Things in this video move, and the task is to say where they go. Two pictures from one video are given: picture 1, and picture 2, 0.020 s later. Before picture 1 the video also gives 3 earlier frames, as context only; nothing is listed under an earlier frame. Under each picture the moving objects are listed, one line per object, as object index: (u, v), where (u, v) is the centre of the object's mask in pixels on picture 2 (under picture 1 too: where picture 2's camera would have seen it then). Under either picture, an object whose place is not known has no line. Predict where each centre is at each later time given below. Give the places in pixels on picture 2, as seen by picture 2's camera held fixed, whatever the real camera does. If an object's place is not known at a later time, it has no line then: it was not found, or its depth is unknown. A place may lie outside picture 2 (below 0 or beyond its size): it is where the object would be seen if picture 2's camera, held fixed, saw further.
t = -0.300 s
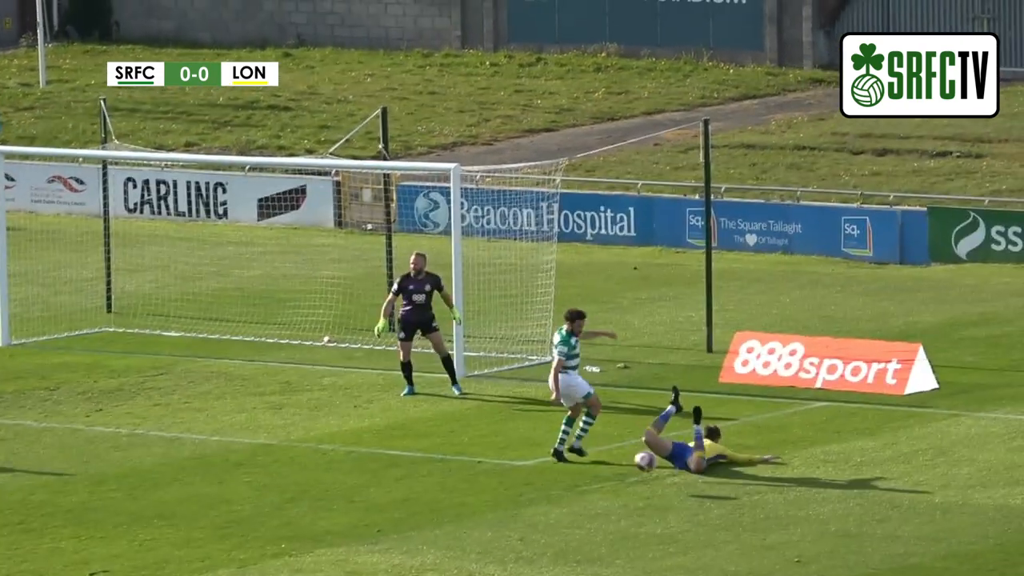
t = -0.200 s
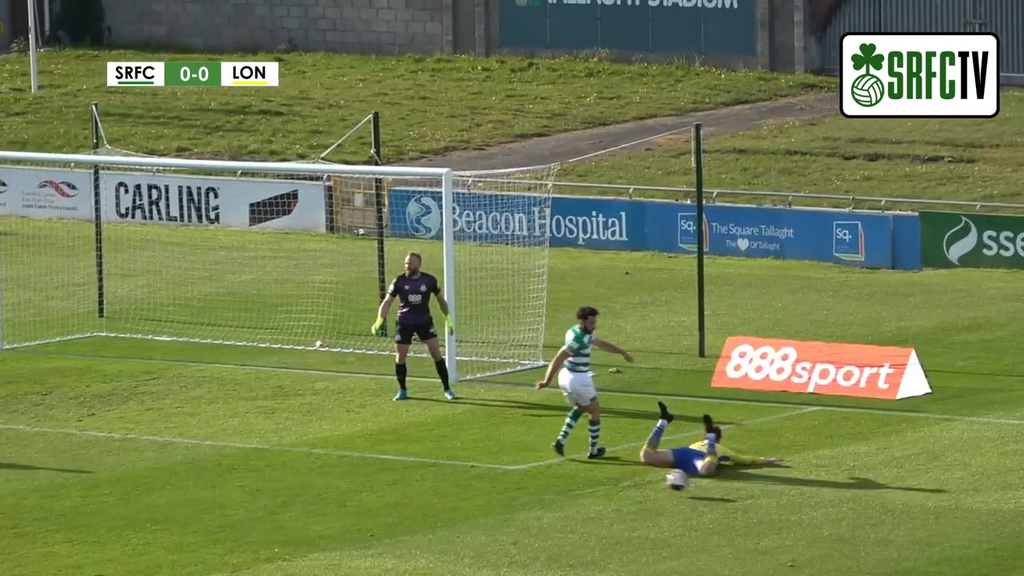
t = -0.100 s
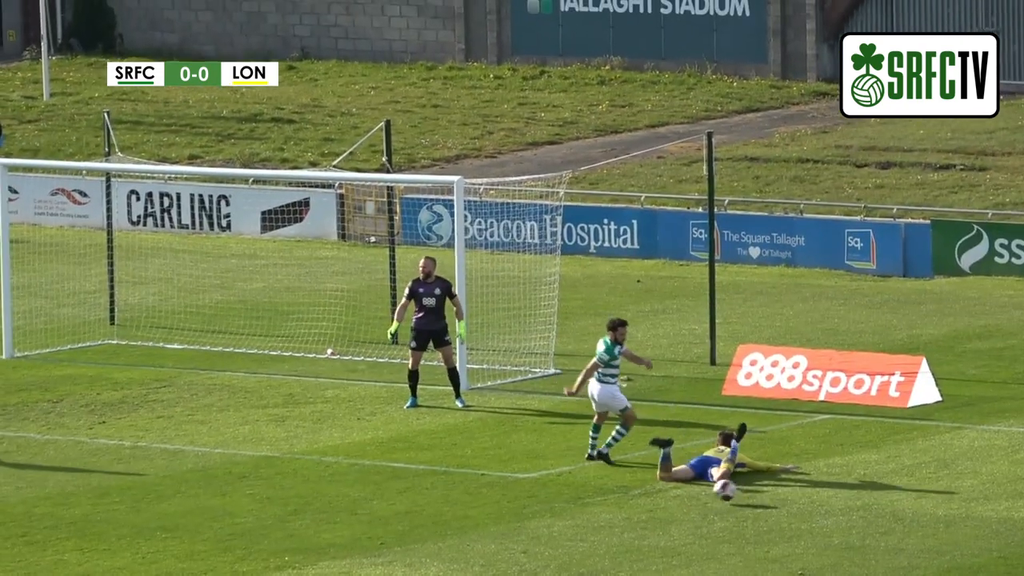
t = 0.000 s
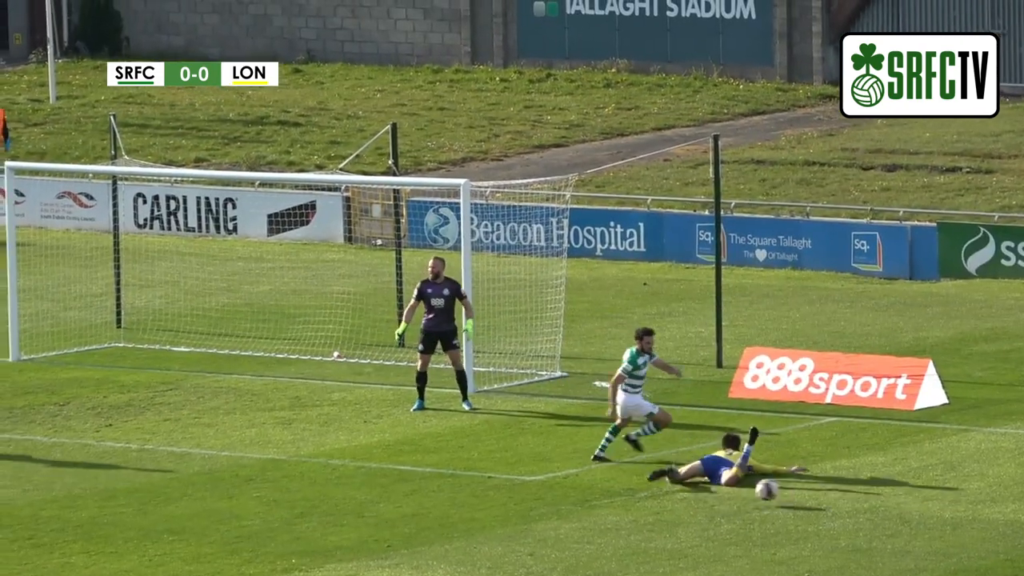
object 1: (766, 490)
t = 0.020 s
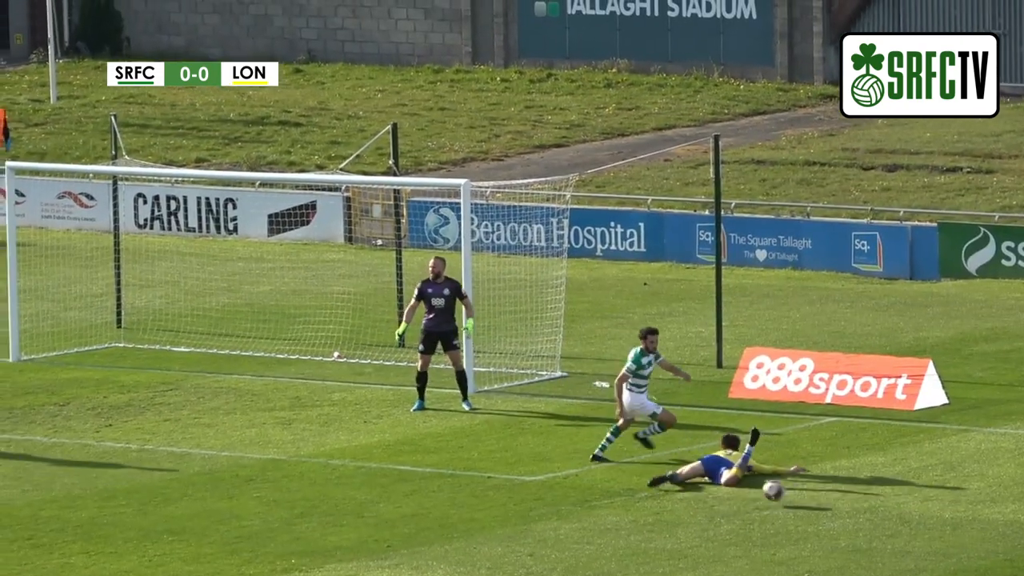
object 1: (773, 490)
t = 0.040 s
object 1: (782, 490)
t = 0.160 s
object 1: (825, 494)
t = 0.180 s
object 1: (831, 493)
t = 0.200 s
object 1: (837, 492)
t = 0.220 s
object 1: (845, 491)
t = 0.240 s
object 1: (854, 492)
